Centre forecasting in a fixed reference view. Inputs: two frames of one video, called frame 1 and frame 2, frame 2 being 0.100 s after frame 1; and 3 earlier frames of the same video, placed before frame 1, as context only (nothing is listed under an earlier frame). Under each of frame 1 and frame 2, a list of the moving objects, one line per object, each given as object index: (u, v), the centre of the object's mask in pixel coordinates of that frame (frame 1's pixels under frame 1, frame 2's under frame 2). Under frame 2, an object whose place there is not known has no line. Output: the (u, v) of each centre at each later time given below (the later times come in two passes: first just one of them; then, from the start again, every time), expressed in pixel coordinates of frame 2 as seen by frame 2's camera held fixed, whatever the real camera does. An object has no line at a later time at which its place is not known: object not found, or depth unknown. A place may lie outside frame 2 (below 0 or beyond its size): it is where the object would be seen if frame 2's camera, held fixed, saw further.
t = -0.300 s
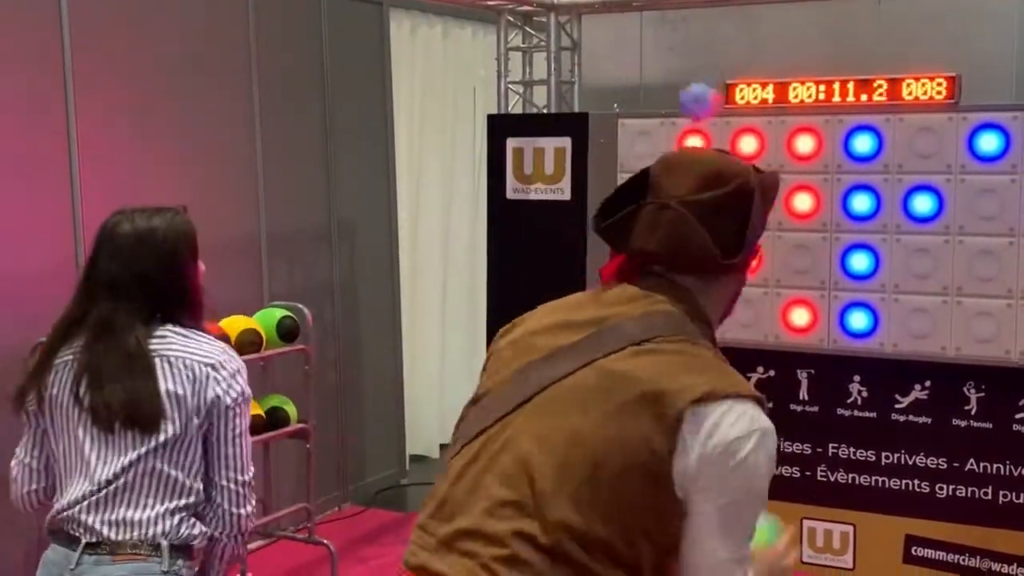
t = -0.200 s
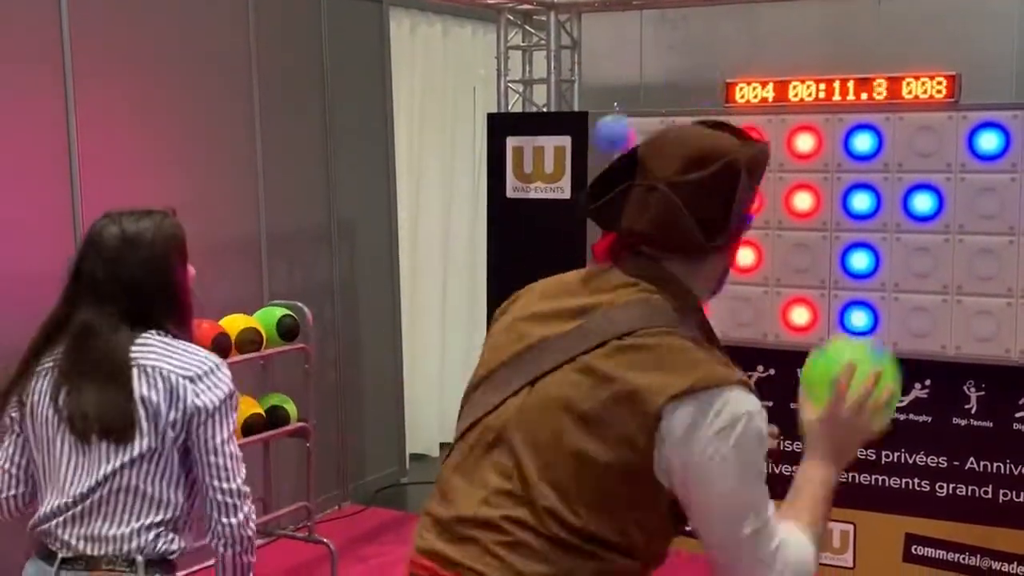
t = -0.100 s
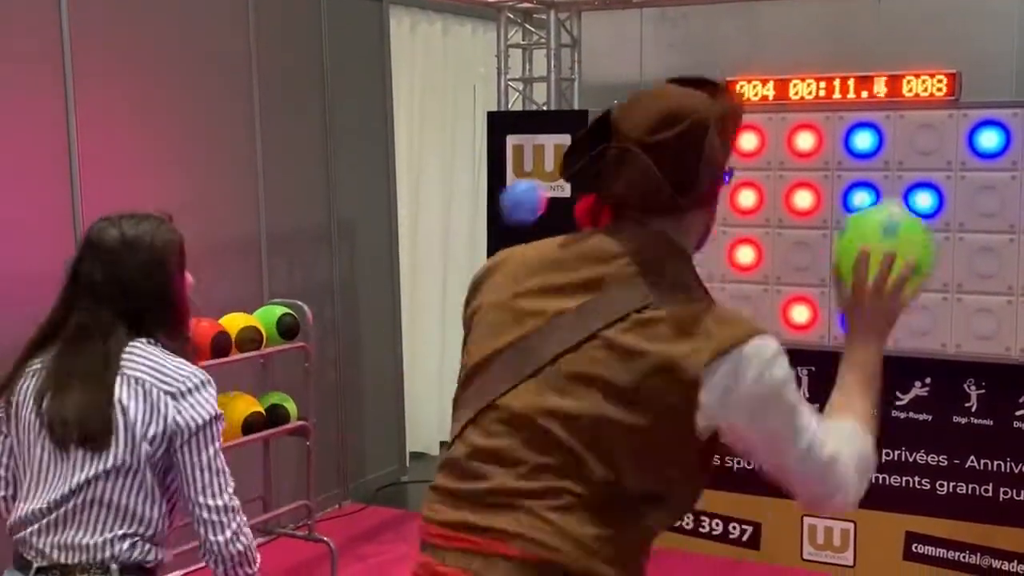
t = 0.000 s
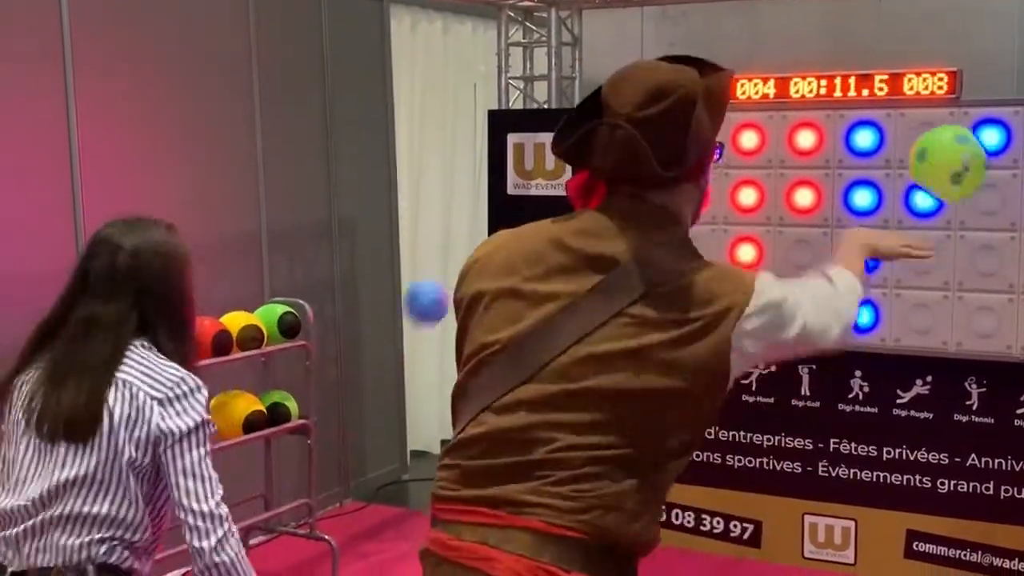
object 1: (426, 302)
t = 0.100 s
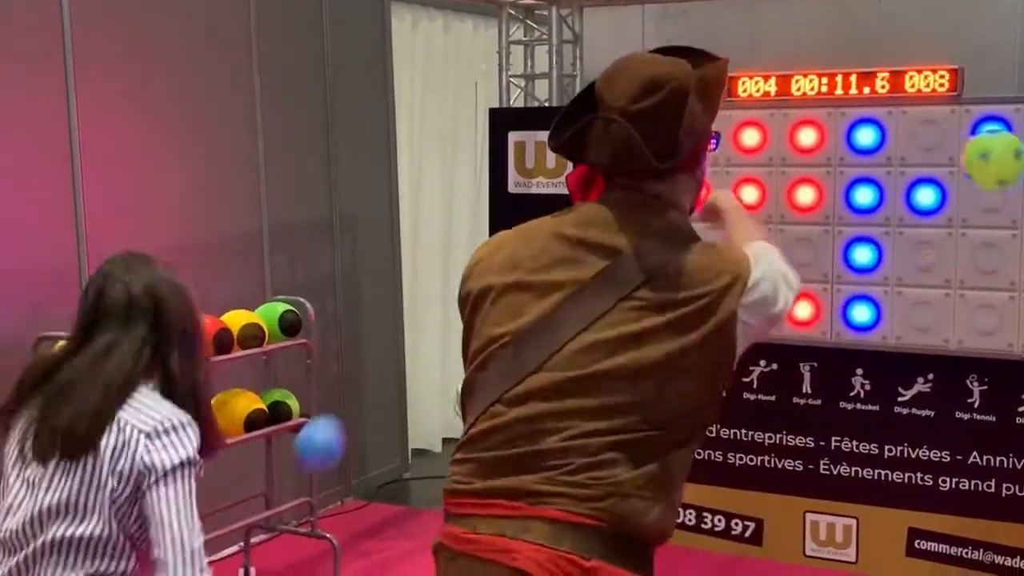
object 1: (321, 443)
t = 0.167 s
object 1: (242, 561)
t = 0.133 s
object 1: (281, 503)
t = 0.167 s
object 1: (242, 561)
